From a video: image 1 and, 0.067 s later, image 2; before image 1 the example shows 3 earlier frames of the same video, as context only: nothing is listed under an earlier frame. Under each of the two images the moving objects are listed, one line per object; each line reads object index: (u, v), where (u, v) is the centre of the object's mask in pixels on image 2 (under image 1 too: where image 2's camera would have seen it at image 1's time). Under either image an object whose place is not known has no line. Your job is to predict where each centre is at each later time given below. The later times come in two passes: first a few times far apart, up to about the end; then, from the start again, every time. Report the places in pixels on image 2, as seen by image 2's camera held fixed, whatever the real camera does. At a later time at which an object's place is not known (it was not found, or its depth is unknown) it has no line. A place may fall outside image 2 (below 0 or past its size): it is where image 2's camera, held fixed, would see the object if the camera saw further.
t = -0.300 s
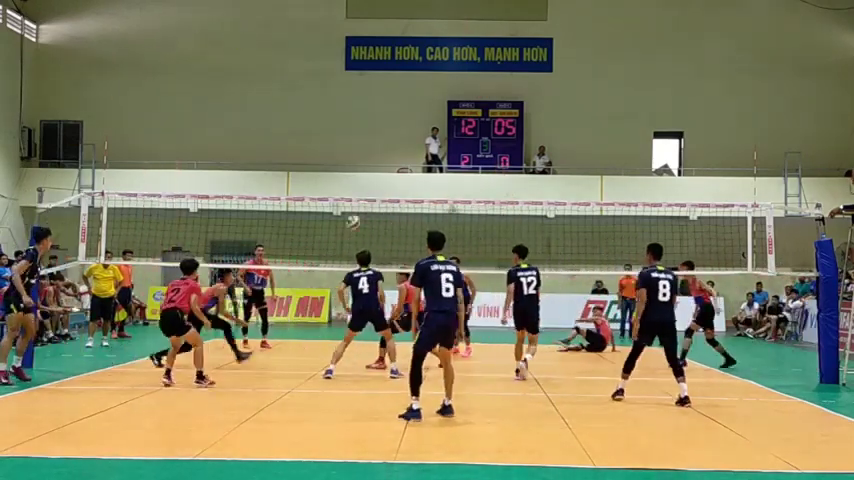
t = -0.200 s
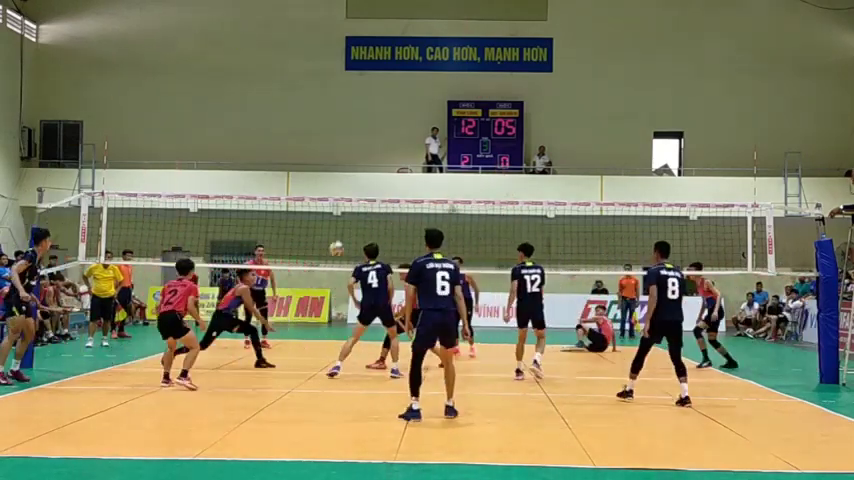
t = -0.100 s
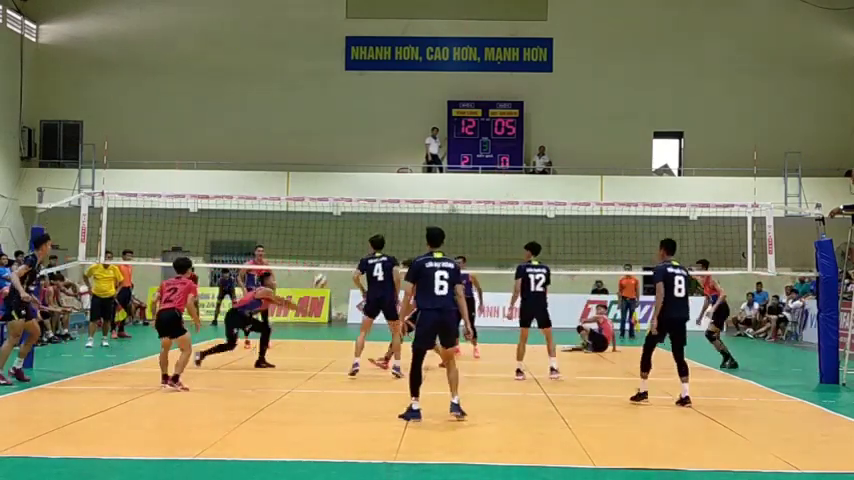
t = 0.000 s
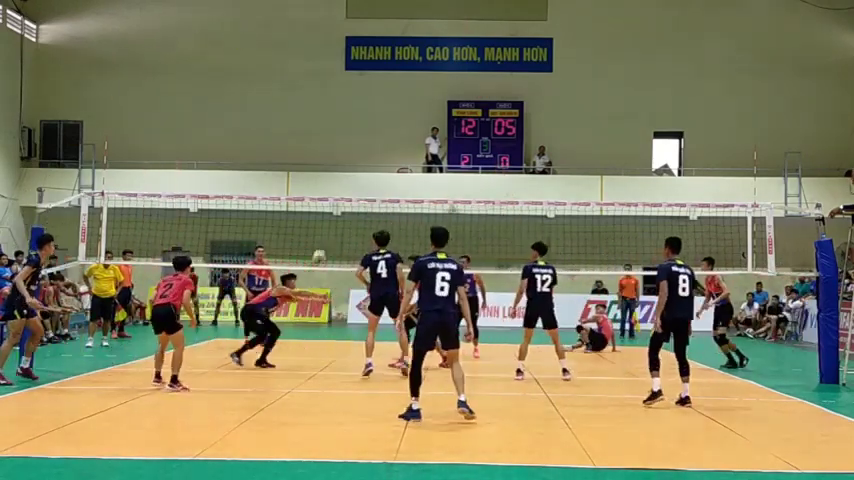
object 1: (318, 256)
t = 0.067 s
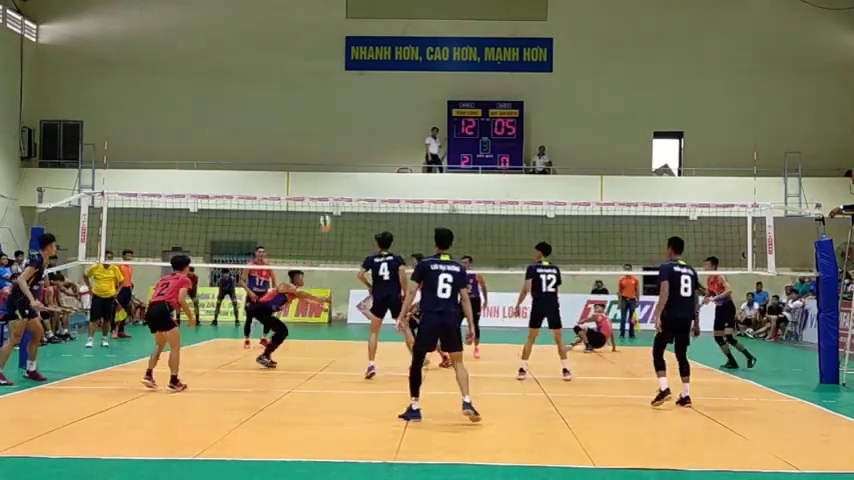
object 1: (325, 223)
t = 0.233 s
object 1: (338, 146)
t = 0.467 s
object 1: (354, 72)
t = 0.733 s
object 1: (372, 31)
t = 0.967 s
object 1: (386, 34)
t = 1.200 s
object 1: (400, 74)
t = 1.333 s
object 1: (408, 117)
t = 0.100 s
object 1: (327, 209)
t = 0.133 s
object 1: (330, 190)
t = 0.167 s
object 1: (333, 175)
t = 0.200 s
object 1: (335, 158)
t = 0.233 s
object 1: (338, 146)
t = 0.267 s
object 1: (340, 134)
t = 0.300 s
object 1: (342, 122)
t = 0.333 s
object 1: (346, 109)
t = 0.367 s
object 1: (348, 99)
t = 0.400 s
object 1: (349, 89)
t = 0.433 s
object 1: (352, 80)
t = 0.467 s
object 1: (354, 72)
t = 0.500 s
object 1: (357, 64)
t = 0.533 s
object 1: (359, 57)
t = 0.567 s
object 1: (360, 51)
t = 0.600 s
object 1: (363, 45)
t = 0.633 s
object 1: (365, 39)
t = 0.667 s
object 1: (367, 36)
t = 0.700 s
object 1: (370, 33)
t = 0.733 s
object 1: (372, 31)
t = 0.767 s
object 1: (374, 28)
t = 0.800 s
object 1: (375, 27)
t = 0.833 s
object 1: (378, 26)
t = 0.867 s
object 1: (380, 27)
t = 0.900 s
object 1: (382, 29)
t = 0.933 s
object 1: (384, 31)
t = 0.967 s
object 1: (386, 34)
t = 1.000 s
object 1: (388, 37)
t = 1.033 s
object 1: (389, 41)
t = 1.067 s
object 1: (391, 46)
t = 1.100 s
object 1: (394, 53)
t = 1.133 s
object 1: (396, 60)
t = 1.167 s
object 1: (398, 67)
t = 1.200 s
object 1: (400, 74)
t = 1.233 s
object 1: (402, 84)
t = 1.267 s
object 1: (404, 94)
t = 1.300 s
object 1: (406, 105)
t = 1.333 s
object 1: (408, 117)
